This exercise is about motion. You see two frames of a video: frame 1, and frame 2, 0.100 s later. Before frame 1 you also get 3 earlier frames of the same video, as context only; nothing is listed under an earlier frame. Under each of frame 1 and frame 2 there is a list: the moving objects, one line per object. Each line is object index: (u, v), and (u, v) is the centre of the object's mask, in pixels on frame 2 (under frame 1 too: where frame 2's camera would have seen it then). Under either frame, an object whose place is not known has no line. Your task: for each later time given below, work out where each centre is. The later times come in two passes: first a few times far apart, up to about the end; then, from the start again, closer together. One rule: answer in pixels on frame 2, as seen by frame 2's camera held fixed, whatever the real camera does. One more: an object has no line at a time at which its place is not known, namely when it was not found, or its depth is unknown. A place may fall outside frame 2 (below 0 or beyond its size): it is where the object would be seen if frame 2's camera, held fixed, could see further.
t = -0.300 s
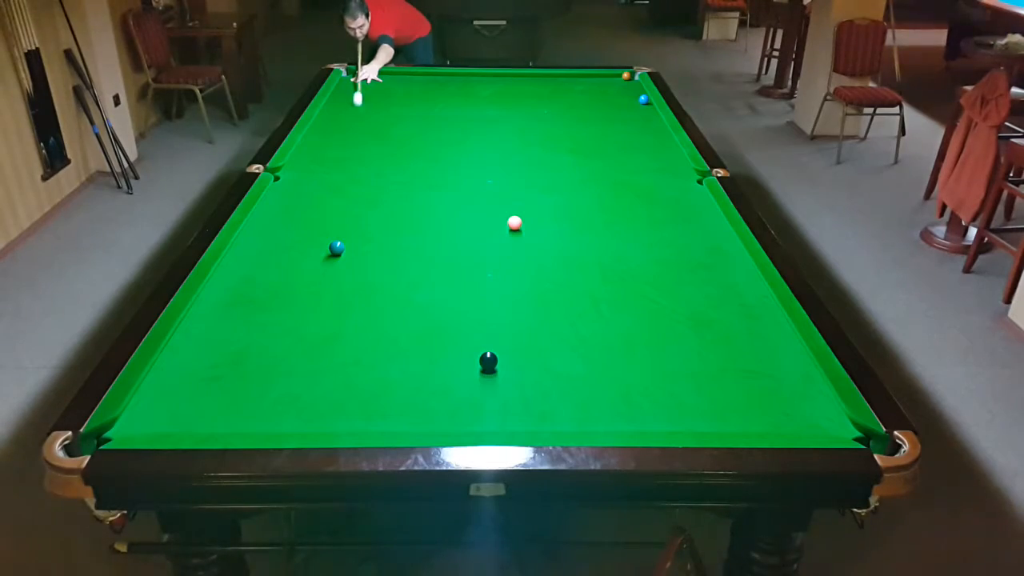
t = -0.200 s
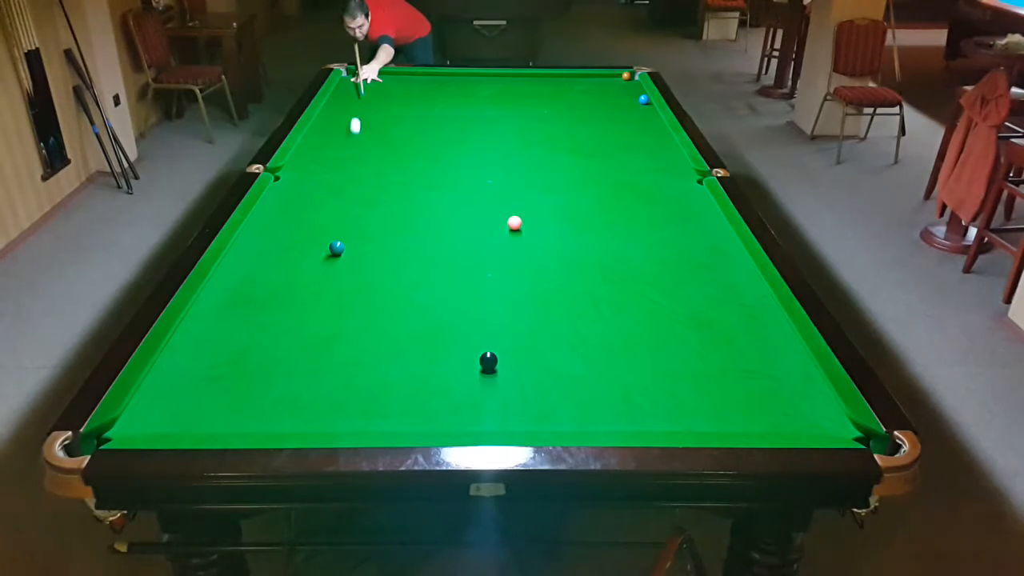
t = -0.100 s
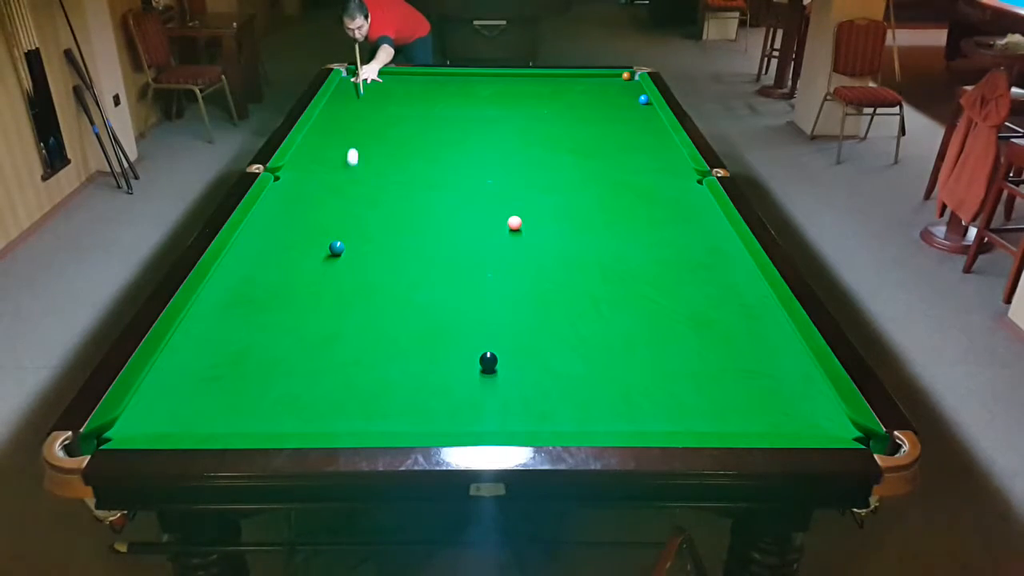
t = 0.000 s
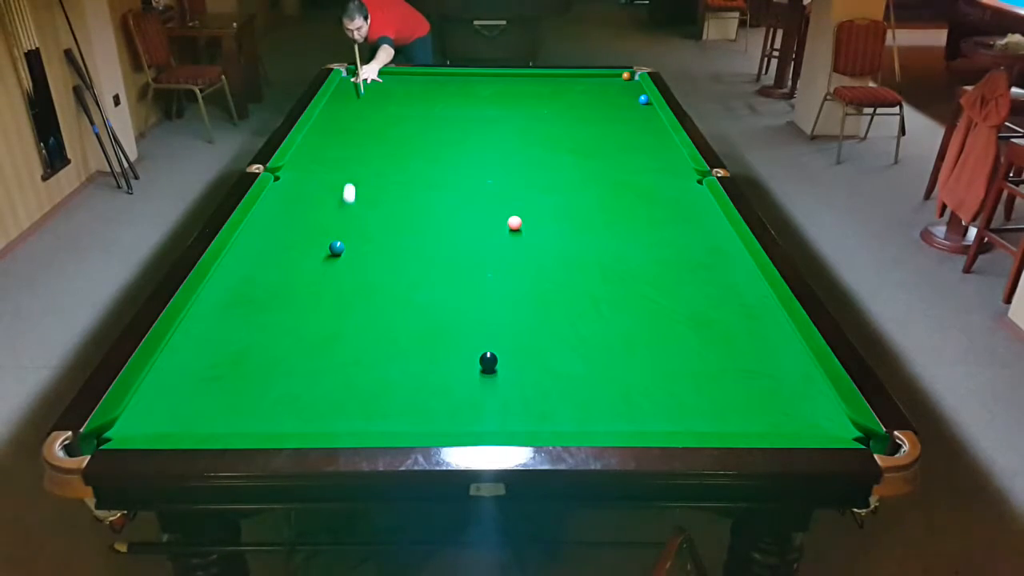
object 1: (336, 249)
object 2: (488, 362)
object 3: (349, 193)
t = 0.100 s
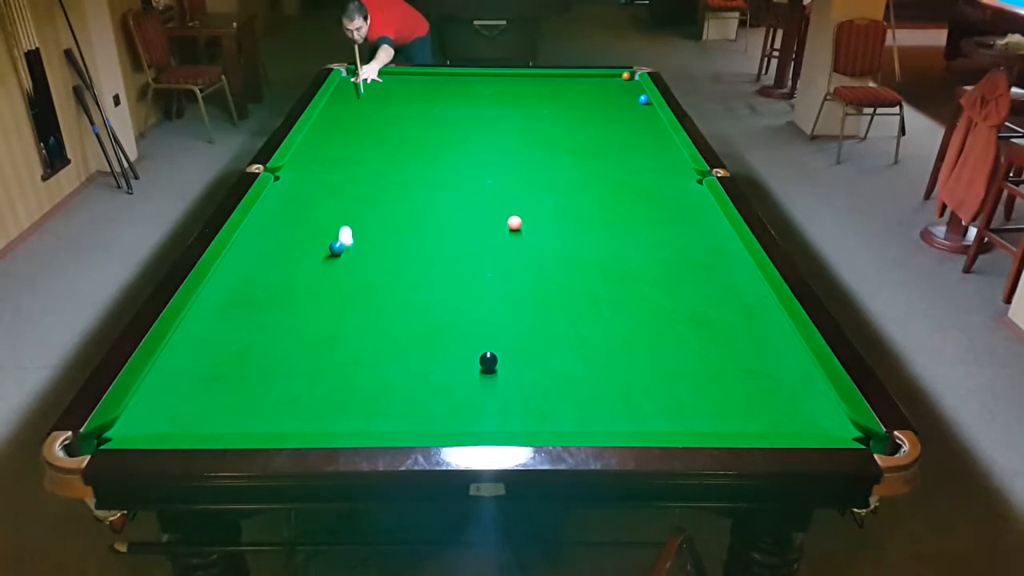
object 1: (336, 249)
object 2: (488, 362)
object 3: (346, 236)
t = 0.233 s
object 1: (266, 305)
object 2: (488, 362)
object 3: (399, 255)
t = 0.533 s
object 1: (140, 418)
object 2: (488, 362)
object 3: (526, 314)
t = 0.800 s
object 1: (259, 400)
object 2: (488, 362)
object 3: (670, 396)
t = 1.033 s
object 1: (350, 386)
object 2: (488, 362)
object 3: (764, 389)
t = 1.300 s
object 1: (444, 374)
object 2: (488, 362)
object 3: (762, 337)
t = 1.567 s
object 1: (507, 379)
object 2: (507, 348)
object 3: (688, 297)
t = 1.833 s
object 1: (558, 390)
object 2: (531, 332)
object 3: (628, 263)
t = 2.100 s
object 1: (609, 402)
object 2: (553, 319)
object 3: (579, 235)
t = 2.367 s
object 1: (656, 412)
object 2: (572, 307)
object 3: (537, 211)
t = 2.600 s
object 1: (697, 420)
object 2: (587, 299)
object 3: (505, 193)
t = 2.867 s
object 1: (740, 426)
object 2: (602, 291)
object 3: (473, 175)
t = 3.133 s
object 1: (768, 423)
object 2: (615, 284)
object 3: (446, 158)
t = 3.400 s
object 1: (794, 421)
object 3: (421, 144)
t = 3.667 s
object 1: (817, 419)
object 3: (400, 131)
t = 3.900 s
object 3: (383, 121)
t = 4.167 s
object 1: (828, 416)
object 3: (366, 111)
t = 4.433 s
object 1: (819, 417)
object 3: (351, 102)
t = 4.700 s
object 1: (814, 418)
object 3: (338, 93)
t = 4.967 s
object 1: (813, 419)
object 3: (346, 87)
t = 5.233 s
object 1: (813, 419)
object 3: (357, 82)
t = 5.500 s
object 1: (814, 419)
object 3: (367, 78)
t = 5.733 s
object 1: (814, 419)
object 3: (374, 75)
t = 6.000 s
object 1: (813, 419)
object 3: (381, 72)
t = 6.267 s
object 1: (813, 419)
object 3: (383, 75)
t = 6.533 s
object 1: (814, 419)
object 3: (386, 77)
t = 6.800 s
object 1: (813, 419)
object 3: (389, 78)
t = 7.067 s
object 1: (814, 419)
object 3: (391, 80)
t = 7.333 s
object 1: (813, 419)
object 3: (393, 81)
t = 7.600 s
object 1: (813, 419)
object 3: (394, 82)
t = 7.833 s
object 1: (814, 419)
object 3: (395, 83)
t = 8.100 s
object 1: (814, 419)
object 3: (395, 83)
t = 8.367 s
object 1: (814, 419)
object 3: (395, 83)
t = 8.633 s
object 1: (813, 419)
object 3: (395, 83)
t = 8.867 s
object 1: (813, 419)
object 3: (395, 83)
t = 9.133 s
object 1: (813, 419)
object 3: (395, 83)
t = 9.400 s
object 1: (813, 419)
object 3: (395, 83)
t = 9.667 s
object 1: (814, 419)
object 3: (395, 83)
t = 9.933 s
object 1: (813, 419)
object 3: (395, 83)
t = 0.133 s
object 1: (323, 259)
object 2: (488, 362)
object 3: (356, 244)
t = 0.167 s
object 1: (305, 274)
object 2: (488, 362)
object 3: (371, 247)
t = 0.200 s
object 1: (287, 289)
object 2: (488, 362)
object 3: (385, 251)
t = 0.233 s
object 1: (266, 305)
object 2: (488, 362)
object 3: (399, 255)
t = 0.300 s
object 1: (223, 339)
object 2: (488, 362)
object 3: (427, 265)
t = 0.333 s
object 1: (200, 359)
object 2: (488, 362)
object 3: (441, 270)
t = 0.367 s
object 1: (175, 379)
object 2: (488, 362)
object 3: (455, 276)
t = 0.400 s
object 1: (151, 399)
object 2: (488, 362)
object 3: (469, 282)
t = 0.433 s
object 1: (130, 418)
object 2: (488, 362)
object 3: (483, 289)
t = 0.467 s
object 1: (125, 429)
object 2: (488, 362)
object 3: (497, 297)
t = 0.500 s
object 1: (124, 424)
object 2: (488, 362)
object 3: (511, 305)
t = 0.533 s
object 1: (140, 418)
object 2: (488, 362)
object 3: (526, 314)
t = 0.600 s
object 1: (174, 412)
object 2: (488, 362)
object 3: (558, 332)
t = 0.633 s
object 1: (189, 409)
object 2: (488, 362)
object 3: (575, 341)
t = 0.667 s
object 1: (202, 408)
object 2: (488, 362)
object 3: (592, 351)
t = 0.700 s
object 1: (217, 406)
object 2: (488, 362)
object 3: (611, 361)
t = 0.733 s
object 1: (231, 404)
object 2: (488, 362)
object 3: (629, 372)
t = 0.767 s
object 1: (244, 402)
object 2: (488, 362)
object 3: (649, 383)
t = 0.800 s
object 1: (259, 400)
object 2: (488, 362)
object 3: (670, 396)
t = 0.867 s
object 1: (286, 396)
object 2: (488, 362)
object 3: (713, 419)
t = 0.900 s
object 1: (299, 394)
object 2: (488, 362)
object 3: (732, 423)
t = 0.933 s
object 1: (312, 392)
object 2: (488, 362)
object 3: (740, 415)
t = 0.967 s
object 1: (325, 390)
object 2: (488, 362)
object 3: (748, 405)
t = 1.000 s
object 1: (338, 388)
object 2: (488, 362)
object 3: (756, 396)
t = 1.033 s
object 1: (350, 386)
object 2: (488, 362)
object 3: (764, 389)
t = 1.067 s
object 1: (363, 385)
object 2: (488, 362)
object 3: (772, 382)
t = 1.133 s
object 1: (387, 382)
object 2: (488, 362)
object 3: (788, 368)
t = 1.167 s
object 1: (399, 381)
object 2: (488, 362)
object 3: (795, 362)
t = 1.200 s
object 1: (410, 379)
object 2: (488, 362)
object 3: (797, 355)
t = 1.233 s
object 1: (422, 378)
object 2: (488, 362)
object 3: (785, 349)
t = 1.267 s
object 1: (433, 376)
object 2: (488, 362)
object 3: (773, 343)
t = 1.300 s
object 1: (444, 374)
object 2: (488, 362)
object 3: (762, 337)
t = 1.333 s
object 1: (455, 373)
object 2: (488, 362)
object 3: (752, 332)
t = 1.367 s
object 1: (466, 371)
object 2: (488, 362)
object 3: (742, 326)
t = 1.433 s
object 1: (482, 373)
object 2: (494, 357)
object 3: (723, 316)
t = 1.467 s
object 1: (488, 374)
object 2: (498, 355)
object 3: (714, 311)
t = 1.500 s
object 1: (495, 376)
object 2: (501, 353)
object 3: (705, 306)
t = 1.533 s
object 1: (501, 377)
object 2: (504, 351)
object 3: (697, 301)
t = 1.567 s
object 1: (507, 379)
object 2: (507, 348)
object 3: (688, 297)
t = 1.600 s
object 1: (514, 380)
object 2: (511, 346)
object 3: (680, 292)
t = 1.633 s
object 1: (520, 382)
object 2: (514, 344)
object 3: (672, 287)
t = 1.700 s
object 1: (533, 385)
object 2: (520, 340)
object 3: (657, 279)
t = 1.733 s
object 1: (540, 386)
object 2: (523, 338)
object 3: (649, 275)
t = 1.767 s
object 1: (546, 388)
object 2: (526, 336)
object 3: (642, 271)
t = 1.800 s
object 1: (552, 390)
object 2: (529, 334)
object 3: (635, 267)
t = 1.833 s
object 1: (558, 390)
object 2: (531, 332)
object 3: (628, 263)
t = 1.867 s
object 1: (564, 392)
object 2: (534, 330)
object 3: (622, 259)
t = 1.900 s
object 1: (571, 394)
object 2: (537, 329)
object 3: (615, 256)
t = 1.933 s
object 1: (577, 395)
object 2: (540, 327)
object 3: (609, 252)
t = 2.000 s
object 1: (590, 398)
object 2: (545, 324)
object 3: (596, 245)
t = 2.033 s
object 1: (596, 399)
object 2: (548, 322)
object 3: (590, 242)
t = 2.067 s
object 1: (602, 400)
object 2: (550, 320)
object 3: (585, 238)
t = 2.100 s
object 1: (609, 402)
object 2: (553, 319)
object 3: (579, 235)
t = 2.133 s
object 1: (615, 403)
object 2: (555, 317)
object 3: (574, 232)
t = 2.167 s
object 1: (620, 404)
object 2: (558, 316)
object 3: (568, 229)
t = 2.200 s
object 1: (626, 405)
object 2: (560, 314)
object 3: (563, 226)
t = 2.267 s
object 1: (639, 409)
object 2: (565, 311)
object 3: (552, 219)
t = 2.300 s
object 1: (645, 410)
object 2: (567, 310)
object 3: (547, 216)
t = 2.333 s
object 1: (651, 412)
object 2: (570, 309)
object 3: (542, 214)
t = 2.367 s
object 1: (656, 412)
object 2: (572, 307)
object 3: (537, 211)
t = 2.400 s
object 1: (663, 414)
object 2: (574, 306)
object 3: (533, 208)
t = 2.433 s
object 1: (668, 415)
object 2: (576, 305)
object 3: (528, 205)
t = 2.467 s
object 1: (674, 417)
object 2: (579, 304)
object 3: (523, 203)
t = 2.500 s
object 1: (680, 417)
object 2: (581, 302)
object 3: (519, 200)
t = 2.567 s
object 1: (691, 419)
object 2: (585, 300)
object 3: (510, 195)
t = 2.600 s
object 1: (697, 420)
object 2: (587, 299)
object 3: (505, 193)
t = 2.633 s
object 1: (702, 421)
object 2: (589, 298)
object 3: (501, 190)
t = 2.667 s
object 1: (708, 422)
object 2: (591, 297)
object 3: (497, 188)
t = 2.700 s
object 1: (714, 423)
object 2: (593, 296)
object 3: (493, 186)
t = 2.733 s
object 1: (719, 423)
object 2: (594, 295)
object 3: (489, 183)
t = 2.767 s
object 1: (725, 424)
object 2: (596, 294)
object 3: (485, 181)
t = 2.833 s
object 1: (736, 426)
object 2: (600, 292)
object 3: (477, 177)
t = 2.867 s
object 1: (740, 426)
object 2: (602, 291)
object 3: (473, 175)
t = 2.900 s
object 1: (743, 425)
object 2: (603, 290)
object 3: (470, 172)
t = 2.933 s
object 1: (747, 425)
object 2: (605, 289)
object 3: (466, 170)
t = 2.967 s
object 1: (751, 425)
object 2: (607, 288)
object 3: (462, 168)
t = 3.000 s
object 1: (754, 425)
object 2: (608, 287)
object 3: (459, 166)
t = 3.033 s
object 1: (758, 424)
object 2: (610, 286)
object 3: (455, 164)
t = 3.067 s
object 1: (761, 424)
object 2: (612, 285)
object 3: (452, 162)
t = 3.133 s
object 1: (768, 423)
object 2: (615, 284)
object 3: (446, 158)
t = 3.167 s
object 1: (772, 423)
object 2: (616, 283)
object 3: (442, 157)
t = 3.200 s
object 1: (775, 422)
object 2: (617, 282)
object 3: (439, 155)
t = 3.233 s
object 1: (778, 422)
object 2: (619, 281)
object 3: (436, 153)
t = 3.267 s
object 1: (781, 422)
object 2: (620, 281)
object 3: (433, 151)
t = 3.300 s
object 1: (785, 422)
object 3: (430, 149)
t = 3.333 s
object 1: (788, 421)
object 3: (427, 147)
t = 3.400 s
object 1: (794, 421)
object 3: (421, 144)
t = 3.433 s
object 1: (797, 421)
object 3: (418, 142)
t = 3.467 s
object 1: (800, 421)
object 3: (416, 141)
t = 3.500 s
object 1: (803, 420)
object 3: (413, 139)
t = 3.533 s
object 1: (806, 420)
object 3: (410, 137)
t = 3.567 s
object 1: (809, 420)
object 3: (407, 136)
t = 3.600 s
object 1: (811, 420)
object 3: (405, 134)
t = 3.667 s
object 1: (817, 419)
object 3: (400, 131)
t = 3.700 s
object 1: (819, 419)
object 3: (397, 130)
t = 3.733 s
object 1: (822, 419)
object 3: (395, 128)
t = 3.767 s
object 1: (821, 415)
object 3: (392, 127)
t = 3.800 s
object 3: (390, 125)
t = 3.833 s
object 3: (388, 124)
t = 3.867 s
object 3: (385, 122)
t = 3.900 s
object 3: (383, 121)
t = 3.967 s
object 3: (379, 119)
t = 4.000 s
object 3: (377, 117)
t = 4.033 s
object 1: (833, 416)
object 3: (375, 116)
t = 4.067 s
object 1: (831, 416)
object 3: (372, 114)
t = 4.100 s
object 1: (830, 416)
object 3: (370, 113)
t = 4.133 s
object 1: (829, 416)
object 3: (368, 112)
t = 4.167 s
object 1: (828, 416)
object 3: (366, 111)
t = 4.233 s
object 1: (825, 416)
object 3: (362, 108)
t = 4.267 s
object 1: (824, 416)
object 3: (361, 107)
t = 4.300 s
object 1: (823, 417)
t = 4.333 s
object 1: (822, 416)
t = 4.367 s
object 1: (821, 416)
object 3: (357, 101)
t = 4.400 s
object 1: (820, 417)
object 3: (353, 102)
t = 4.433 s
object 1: (819, 417)
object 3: (351, 102)
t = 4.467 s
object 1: (819, 417)
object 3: (349, 101)
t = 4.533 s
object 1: (817, 417)
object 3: (346, 98)
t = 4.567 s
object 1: (817, 418)
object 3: (344, 97)
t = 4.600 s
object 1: (816, 418)
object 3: (342, 96)
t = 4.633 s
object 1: (815, 418)
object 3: (341, 95)
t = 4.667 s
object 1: (815, 418)
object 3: (339, 94)
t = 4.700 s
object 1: (814, 418)
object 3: (338, 93)
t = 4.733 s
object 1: (814, 418)
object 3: (336, 92)
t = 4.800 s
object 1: (814, 418)
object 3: (338, 91)
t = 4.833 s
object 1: (813, 419)
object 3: (340, 90)
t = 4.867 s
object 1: (813, 418)
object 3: (341, 89)
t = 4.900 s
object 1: (813, 419)
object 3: (343, 89)
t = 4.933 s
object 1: (813, 419)
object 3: (344, 88)
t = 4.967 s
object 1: (813, 419)
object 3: (346, 87)
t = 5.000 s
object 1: (813, 419)
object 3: (347, 86)
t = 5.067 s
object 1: (813, 419)
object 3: (350, 85)
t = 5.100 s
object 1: (813, 419)
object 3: (351, 85)
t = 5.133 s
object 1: (813, 419)
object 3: (353, 84)
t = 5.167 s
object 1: (813, 419)
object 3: (354, 83)
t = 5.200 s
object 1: (813, 419)
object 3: (355, 83)
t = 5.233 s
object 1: (813, 419)
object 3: (357, 82)
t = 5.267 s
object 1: (814, 419)
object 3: (358, 82)
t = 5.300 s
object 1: (814, 419)
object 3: (360, 81)
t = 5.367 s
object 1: (814, 419)
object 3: (362, 80)
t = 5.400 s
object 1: (813, 419)
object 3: (364, 80)
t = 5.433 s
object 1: (813, 419)
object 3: (364, 79)
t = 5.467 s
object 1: (814, 419)
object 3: (366, 78)
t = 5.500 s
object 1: (814, 419)
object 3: (367, 78)
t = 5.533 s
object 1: (814, 419)
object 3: (368, 77)
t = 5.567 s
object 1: (814, 419)
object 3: (369, 77)
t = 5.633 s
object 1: (814, 419)
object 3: (371, 76)
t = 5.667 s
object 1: (814, 419)
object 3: (372, 75)
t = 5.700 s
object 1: (814, 419)
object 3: (373, 75)
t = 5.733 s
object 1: (814, 419)
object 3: (374, 75)
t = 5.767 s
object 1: (814, 419)
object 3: (375, 74)
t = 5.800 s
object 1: (814, 419)
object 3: (376, 74)
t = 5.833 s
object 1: (813, 419)
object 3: (377, 73)
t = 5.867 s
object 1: (813, 419)
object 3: (378, 73)
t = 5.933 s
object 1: (814, 419)
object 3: (380, 72)
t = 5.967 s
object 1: (813, 419)
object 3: (380, 72)
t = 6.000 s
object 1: (813, 419)
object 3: (381, 72)
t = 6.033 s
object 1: (813, 419)
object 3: (381, 73)
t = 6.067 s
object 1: (813, 419)
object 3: (381, 73)
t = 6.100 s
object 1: (813, 419)
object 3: (382, 73)
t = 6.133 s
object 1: (813, 419)
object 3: (382, 73)
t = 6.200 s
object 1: (813, 419)
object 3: (383, 74)
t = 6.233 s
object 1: (813, 419)
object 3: (383, 74)
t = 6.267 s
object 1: (813, 419)
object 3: (383, 75)
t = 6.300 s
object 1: (813, 419)
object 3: (384, 75)
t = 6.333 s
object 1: (813, 419)
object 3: (384, 75)
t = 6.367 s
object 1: (813, 419)
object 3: (385, 76)
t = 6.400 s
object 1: (813, 419)
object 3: (385, 76)
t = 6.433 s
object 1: (813, 419)
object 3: (385, 76)
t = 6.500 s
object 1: (814, 419)
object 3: (386, 76)
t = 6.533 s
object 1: (814, 419)
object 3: (386, 77)
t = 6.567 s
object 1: (813, 419)
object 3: (387, 77)
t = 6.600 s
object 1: (813, 419)
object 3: (387, 77)
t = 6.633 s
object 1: (814, 419)
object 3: (387, 77)
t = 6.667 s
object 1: (814, 419)
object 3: (388, 77)
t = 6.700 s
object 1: (814, 419)
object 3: (388, 78)
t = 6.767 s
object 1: (813, 419)
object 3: (389, 78)
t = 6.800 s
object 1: (813, 419)
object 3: (389, 78)
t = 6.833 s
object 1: (813, 419)
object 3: (389, 79)
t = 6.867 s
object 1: (813, 419)
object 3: (390, 79)
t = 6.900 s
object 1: (813, 419)
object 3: (390, 79)
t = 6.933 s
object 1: (813, 419)
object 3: (390, 79)
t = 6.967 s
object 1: (813, 419)
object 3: (390, 80)
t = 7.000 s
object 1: (814, 419)
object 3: (390, 80)
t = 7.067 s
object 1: (814, 419)
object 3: (391, 80)
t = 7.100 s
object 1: (813, 419)
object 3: (391, 80)
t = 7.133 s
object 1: (813, 419)
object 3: (391, 80)
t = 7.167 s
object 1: (813, 419)
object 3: (392, 80)
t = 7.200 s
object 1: (813, 419)
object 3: (392, 81)
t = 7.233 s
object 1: (814, 419)
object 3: (392, 81)
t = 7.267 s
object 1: (813, 419)
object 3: (392, 81)
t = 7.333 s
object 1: (813, 419)
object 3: (393, 81)
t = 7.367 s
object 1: (813, 419)
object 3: (393, 81)
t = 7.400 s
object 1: (814, 419)
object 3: (393, 81)
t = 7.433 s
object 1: (813, 419)
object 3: (393, 82)
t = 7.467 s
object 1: (813, 419)
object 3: (393, 82)
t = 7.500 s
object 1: (813, 419)
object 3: (393, 82)
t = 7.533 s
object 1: (813, 419)
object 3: (394, 82)
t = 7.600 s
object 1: (813, 419)
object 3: (394, 82)
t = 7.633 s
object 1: (813, 419)
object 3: (394, 82)
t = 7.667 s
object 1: (813, 419)
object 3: (394, 82)
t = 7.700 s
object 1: (813, 419)
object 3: (394, 82)
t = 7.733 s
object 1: (813, 419)
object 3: (395, 82)
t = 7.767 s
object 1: (814, 419)
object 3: (395, 82)
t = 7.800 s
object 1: (814, 419)
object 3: (395, 82)
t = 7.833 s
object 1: (814, 419)
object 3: (395, 83)
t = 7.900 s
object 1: (813, 419)
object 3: (395, 83)
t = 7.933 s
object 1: (814, 419)
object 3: (395, 83)
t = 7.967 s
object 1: (814, 419)
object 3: (395, 83)
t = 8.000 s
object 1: (814, 419)
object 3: (395, 83)
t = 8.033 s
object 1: (814, 419)
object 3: (395, 83)
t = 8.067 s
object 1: (814, 419)
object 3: (395, 83)
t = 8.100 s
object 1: (814, 419)
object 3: (395, 83)
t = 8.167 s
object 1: (813, 419)
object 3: (395, 83)
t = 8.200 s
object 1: (814, 419)
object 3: (395, 83)
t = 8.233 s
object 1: (814, 419)
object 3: (395, 83)
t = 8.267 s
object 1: (814, 419)
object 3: (395, 83)
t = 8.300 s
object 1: (814, 419)
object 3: (395, 83)
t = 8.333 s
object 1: (814, 419)
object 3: (395, 83)
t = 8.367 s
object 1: (814, 419)
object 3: (395, 83)
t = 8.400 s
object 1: (814, 419)
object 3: (395, 83)
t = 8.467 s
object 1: (814, 419)
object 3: (395, 83)
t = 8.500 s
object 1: (813, 419)
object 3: (395, 83)
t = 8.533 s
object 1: (814, 419)
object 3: (395, 83)
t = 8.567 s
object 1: (813, 419)
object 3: (395, 83)
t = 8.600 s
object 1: (814, 419)
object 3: (395, 83)
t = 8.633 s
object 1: (813, 419)
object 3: (395, 83)
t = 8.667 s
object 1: (813, 419)
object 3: (395, 83)
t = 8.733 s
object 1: (813, 419)
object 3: (395, 83)
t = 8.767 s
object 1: (813, 419)
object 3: (396, 83)
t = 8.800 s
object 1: (813, 419)
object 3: (395, 83)
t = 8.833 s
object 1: (814, 419)
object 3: (395, 83)
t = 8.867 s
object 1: (813, 419)
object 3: (395, 83)
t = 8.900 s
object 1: (813, 419)
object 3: (395, 83)
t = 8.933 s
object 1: (813, 419)
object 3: (395, 83)
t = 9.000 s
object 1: (814, 419)
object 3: (395, 83)
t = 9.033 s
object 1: (813, 419)
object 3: (395, 83)
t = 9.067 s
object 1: (814, 419)
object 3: (395, 83)
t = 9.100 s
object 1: (813, 419)
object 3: (395, 83)
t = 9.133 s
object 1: (813, 419)
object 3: (395, 83)
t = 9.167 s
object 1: (813, 419)
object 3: (395, 83)
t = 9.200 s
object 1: (813, 419)
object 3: (395, 83)
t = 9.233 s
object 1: (813, 419)
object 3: (395, 83)
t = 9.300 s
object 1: (813, 419)
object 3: (395, 83)
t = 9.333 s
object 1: (813, 419)
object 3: (396, 83)
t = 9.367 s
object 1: (813, 419)
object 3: (395, 83)
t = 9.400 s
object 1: (813, 419)
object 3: (395, 83)
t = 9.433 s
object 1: (814, 419)
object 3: (395, 83)
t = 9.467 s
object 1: (814, 419)
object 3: (395, 83)
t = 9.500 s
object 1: (814, 419)
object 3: (395, 83)
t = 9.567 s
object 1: (814, 419)
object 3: (395, 83)
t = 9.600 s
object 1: (814, 419)
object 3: (395, 83)
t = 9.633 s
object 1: (814, 419)
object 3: (395, 82)
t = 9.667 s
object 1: (814, 419)
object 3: (395, 83)
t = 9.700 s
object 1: (814, 419)
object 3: (395, 83)
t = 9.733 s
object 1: (814, 419)
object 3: (395, 83)
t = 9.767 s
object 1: (814, 419)
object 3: (395, 83)
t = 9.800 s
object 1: (813, 419)
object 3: (395, 83)
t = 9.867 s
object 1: (813, 419)
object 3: (395, 83)
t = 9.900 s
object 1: (813, 419)
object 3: (395, 83)
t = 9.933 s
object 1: (813, 419)
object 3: (395, 83)
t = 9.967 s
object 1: (813, 419)
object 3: (395, 83)
